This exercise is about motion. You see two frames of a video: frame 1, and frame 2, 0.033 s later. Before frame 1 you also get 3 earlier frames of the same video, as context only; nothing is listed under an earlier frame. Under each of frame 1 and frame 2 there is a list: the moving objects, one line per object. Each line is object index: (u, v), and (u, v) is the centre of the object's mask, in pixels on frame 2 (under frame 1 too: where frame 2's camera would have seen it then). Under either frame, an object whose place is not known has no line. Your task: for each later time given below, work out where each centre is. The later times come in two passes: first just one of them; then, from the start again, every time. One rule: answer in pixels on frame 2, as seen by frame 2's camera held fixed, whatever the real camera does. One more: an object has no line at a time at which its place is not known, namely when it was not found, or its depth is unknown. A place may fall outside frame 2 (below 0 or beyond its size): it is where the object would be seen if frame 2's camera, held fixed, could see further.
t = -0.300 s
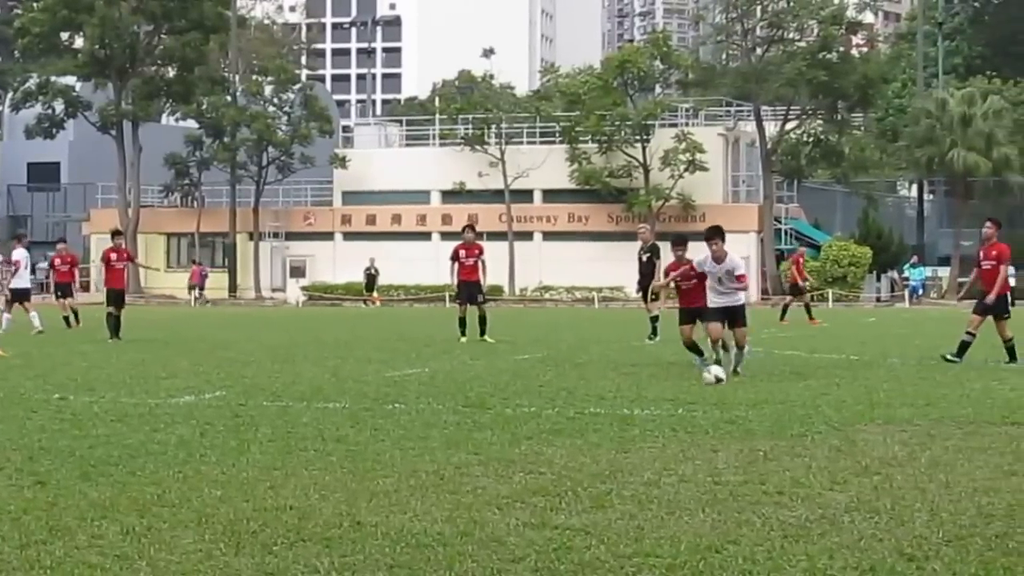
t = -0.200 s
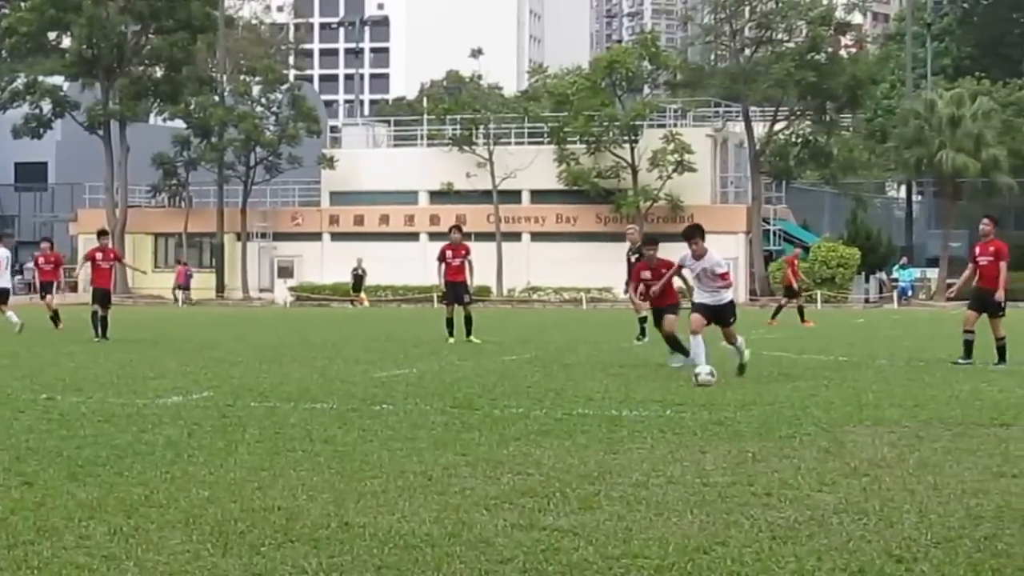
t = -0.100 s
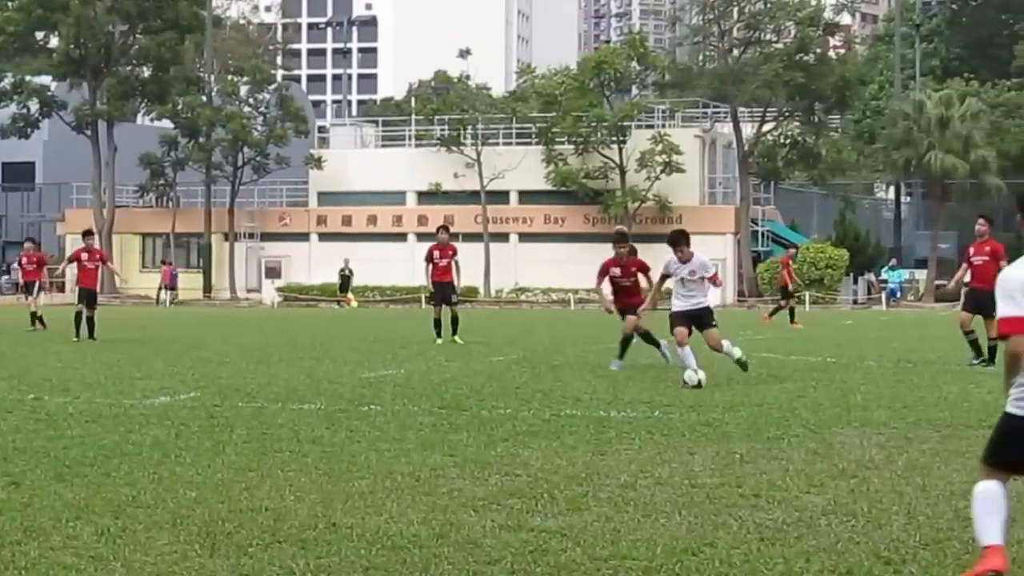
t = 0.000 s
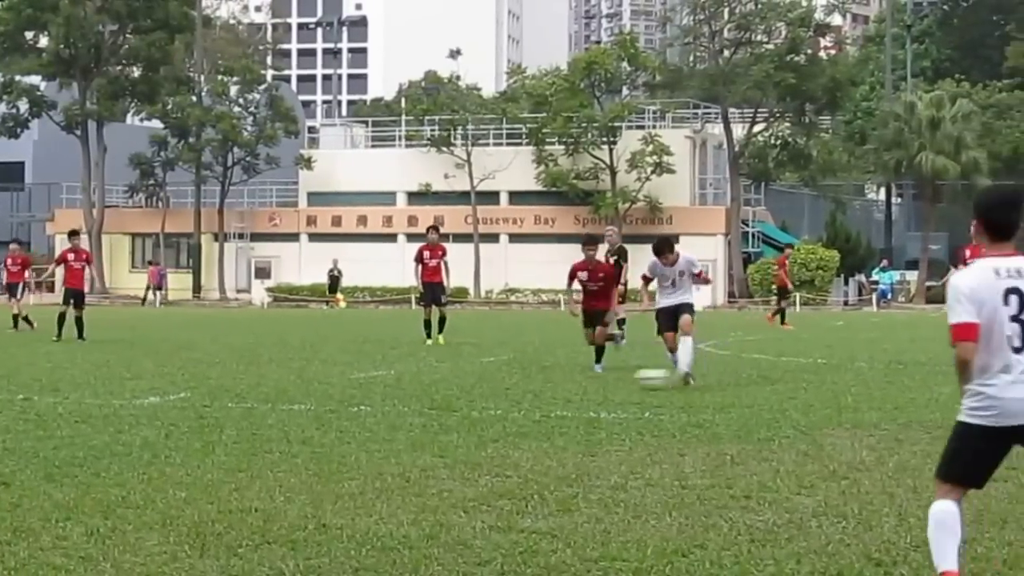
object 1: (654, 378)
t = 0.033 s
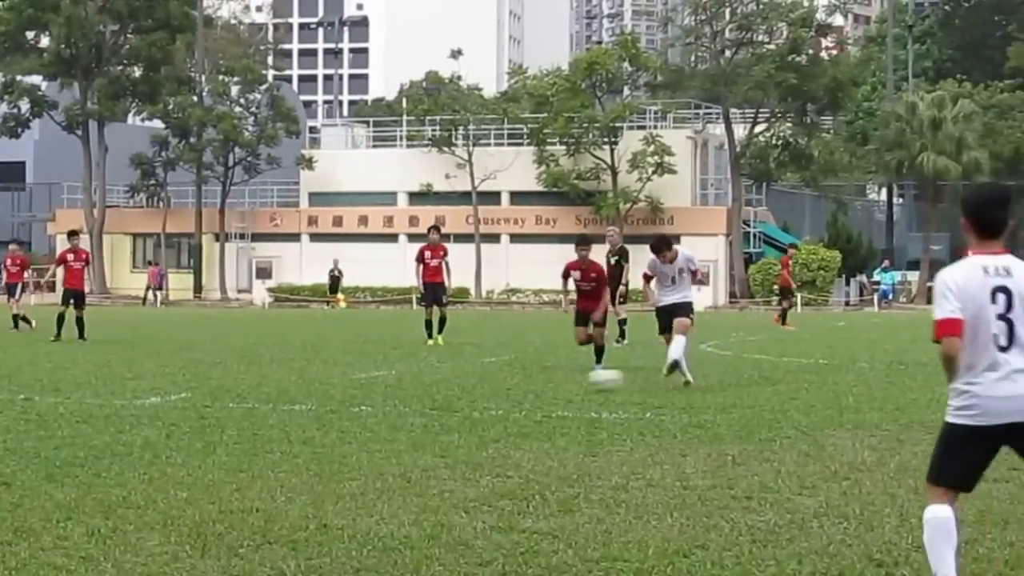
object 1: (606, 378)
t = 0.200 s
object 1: (351, 394)
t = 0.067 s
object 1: (557, 381)
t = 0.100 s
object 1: (505, 384)
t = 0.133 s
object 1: (453, 387)
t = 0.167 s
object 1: (401, 390)
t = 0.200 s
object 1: (351, 394)
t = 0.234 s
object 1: (299, 396)
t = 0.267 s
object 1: (247, 398)
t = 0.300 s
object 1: (195, 399)
